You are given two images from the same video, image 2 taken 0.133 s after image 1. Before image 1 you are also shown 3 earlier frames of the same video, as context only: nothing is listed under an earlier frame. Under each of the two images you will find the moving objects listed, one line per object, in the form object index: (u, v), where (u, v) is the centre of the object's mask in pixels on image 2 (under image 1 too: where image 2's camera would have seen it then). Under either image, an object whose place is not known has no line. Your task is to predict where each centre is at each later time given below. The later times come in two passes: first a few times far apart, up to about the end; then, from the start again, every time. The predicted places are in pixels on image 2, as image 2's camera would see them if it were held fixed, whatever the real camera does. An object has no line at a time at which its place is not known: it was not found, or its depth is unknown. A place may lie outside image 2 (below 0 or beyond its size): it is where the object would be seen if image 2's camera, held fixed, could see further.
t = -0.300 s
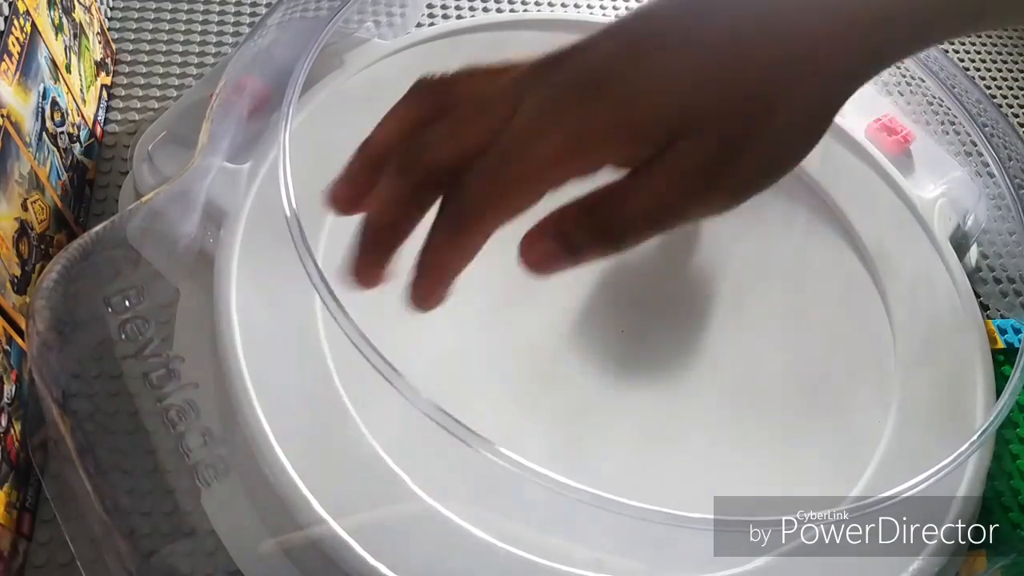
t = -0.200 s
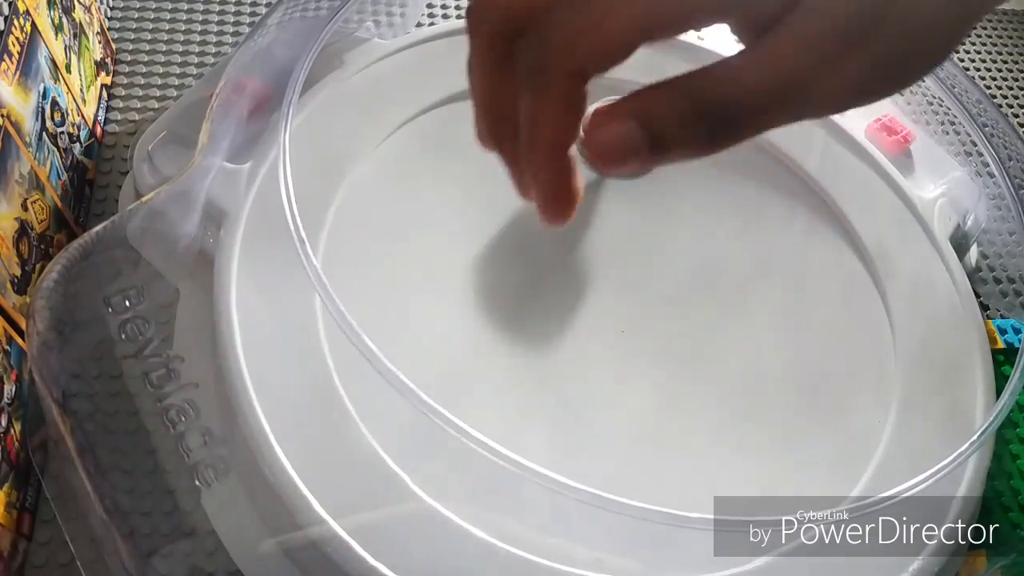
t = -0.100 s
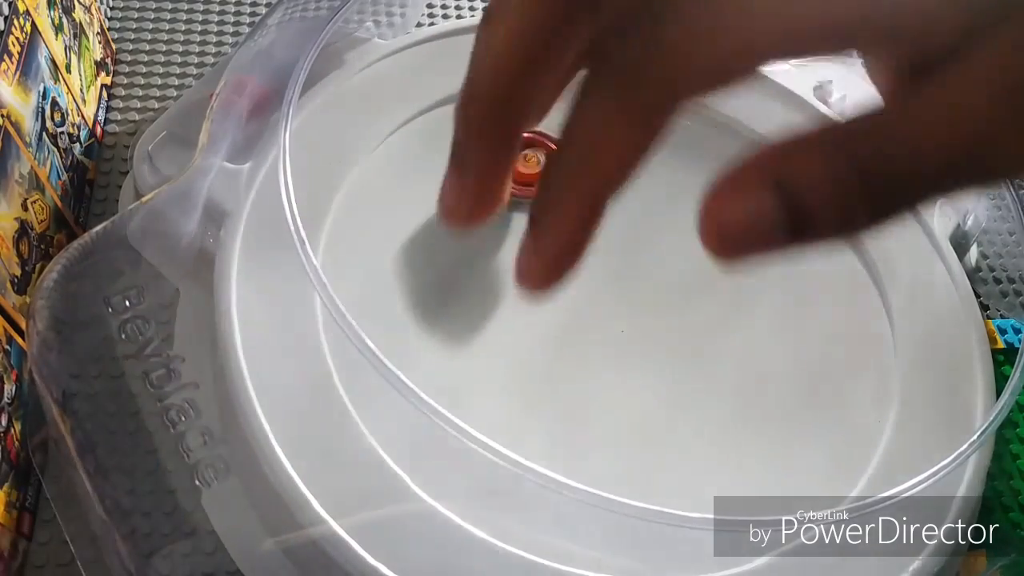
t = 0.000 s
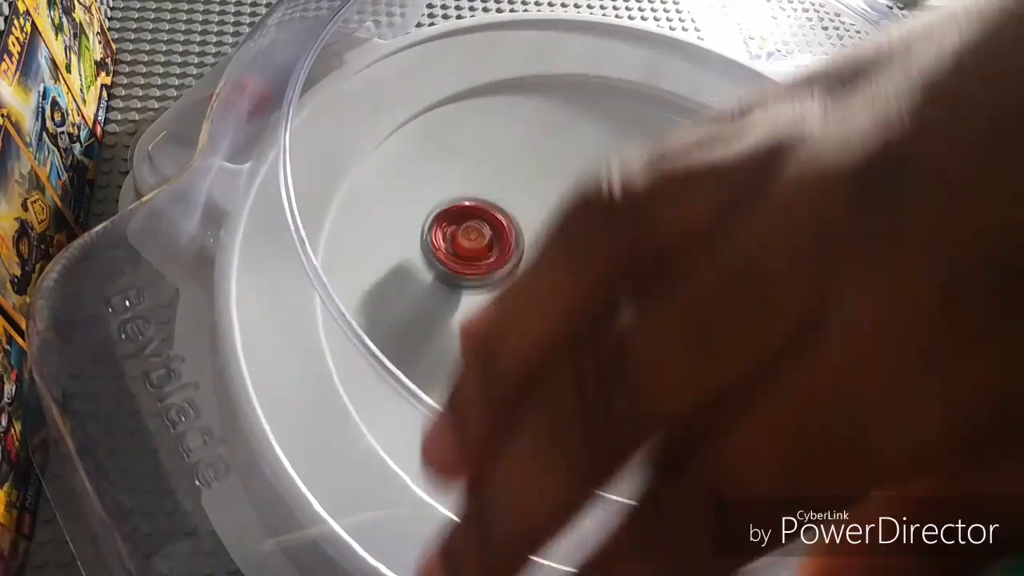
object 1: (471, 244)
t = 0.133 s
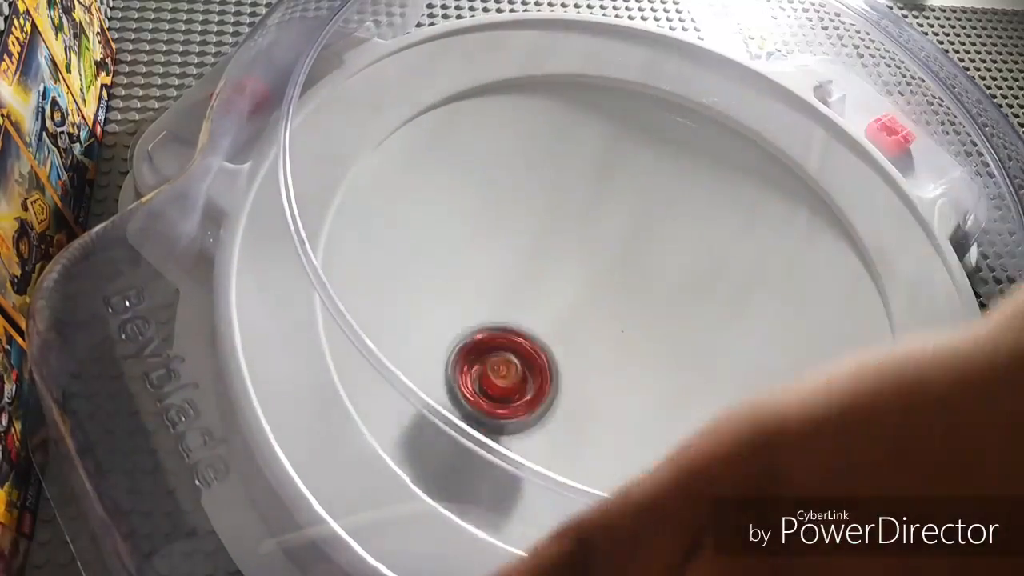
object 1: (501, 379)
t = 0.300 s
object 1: (684, 458)
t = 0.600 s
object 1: (781, 269)
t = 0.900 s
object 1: (529, 168)
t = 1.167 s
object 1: (449, 356)
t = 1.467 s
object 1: (730, 392)
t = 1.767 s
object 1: (652, 166)
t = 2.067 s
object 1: (426, 211)
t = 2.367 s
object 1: (625, 405)
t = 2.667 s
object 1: (740, 217)
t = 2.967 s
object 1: (530, 139)
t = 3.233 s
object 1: (519, 349)
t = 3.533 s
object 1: (778, 323)
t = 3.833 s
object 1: (656, 153)
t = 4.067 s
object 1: (487, 242)
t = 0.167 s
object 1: (532, 406)
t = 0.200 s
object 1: (567, 428)
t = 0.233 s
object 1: (608, 446)
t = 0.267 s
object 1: (647, 455)
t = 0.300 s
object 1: (684, 458)
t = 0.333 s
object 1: (720, 455)
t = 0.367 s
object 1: (750, 443)
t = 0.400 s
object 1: (773, 423)
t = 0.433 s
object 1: (789, 400)
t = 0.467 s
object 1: (798, 375)
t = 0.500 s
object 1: (803, 349)
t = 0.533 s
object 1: (800, 321)
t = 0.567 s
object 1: (793, 295)
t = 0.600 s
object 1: (781, 269)
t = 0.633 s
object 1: (764, 245)
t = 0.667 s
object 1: (742, 221)
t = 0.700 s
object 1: (716, 201)
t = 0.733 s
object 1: (689, 185)
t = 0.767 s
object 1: (657, 173)
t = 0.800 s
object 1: (625, 165)
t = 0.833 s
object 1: (592, 160)
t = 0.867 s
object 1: (559, 162)
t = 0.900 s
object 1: (529, 168)
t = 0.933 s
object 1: (498, 179)
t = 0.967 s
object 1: (472, 195)
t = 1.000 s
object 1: (451, 214)
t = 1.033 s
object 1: (435, 239)
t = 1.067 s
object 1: (426, 266)
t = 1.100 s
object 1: (425, 296)
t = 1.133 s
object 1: (431, 328)
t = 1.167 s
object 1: (449, 356)
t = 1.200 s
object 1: (474, 382)
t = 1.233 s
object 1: (503, 404)
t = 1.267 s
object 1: (539, 424)
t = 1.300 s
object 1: (577, 439)
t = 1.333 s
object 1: (613, 446)
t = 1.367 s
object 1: (651, 447)
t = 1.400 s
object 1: (683, 433)
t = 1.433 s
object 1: (711, 415)
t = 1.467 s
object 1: (730, 392)
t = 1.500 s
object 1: (742, 366)
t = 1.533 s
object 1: (747, 338)
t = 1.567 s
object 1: (748, 310)
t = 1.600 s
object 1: (742, 282)
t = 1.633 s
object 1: (732, 255)
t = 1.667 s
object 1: (716, 229)
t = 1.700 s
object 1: (699, 205)
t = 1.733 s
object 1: (676, 184)
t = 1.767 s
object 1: (652, 166)
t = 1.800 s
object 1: (624, 151)
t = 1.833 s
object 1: (596, 142)
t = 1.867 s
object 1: (566, 138)
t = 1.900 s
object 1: (536, 138)
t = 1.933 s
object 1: (507, 143)
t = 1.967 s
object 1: (481, 155)
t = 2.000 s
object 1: (459, 167)
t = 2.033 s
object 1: (439, 187)
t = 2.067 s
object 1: (426, 211)
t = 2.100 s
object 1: (420, 239)
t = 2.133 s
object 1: (422, 269)
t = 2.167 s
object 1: (432, 301)
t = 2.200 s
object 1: (451, 331)
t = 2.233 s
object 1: (477, 359)
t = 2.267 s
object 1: (511, 381)
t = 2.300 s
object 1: (548, 397)
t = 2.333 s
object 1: (587, 405)
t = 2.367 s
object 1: (625, 405)
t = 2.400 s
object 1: (661, 399)
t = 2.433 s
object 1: (692, 384)
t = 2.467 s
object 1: (717, 366)
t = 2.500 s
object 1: (735, 342)
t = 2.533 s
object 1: (747, 318)
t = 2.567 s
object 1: (752, 292)
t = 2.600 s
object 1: (754, 267)
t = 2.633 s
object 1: (749, 242)
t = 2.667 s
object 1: (740, 217)
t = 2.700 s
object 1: (727, 194)
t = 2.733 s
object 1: (710, 173)
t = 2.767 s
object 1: (688, 155)
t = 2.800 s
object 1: (664, 141)
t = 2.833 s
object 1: (637, 132)
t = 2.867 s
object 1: (610, 126)
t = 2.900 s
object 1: (581, 126)
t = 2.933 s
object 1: (555, 131)
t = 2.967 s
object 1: (530, 139)
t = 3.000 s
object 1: (506, 155)
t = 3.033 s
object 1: (487, 174)
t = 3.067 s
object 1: (473, 199)
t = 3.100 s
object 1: (466, 226)
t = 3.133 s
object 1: (466, 257)
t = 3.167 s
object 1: (475, 290)
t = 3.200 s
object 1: (493, 320)
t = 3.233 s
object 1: (519, 349)
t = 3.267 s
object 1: (552, 373)
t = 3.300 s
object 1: (588, 389)
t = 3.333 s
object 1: (627, 400)
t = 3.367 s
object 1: (663, 401)
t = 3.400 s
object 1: (697, 395)
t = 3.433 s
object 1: (726, 382)
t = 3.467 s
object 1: (750, 365)
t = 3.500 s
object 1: (767, 345)
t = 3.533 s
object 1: (778, 323)
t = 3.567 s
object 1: (784, 300)
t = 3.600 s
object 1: (785, 275)
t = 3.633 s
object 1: (781, 253)
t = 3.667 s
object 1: (772, 229)
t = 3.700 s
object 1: (757, 206)
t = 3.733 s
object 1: (737, 187)
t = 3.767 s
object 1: (713, 171)
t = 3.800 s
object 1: (685, 160)
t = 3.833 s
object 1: (656, 153)
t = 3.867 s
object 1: (626, 150)
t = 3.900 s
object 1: (596, 153)
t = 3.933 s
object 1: (567, 163)
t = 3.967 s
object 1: (541, 177)
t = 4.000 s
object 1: (516, 194)
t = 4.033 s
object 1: (500, 218)
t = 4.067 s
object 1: (487, 242)
